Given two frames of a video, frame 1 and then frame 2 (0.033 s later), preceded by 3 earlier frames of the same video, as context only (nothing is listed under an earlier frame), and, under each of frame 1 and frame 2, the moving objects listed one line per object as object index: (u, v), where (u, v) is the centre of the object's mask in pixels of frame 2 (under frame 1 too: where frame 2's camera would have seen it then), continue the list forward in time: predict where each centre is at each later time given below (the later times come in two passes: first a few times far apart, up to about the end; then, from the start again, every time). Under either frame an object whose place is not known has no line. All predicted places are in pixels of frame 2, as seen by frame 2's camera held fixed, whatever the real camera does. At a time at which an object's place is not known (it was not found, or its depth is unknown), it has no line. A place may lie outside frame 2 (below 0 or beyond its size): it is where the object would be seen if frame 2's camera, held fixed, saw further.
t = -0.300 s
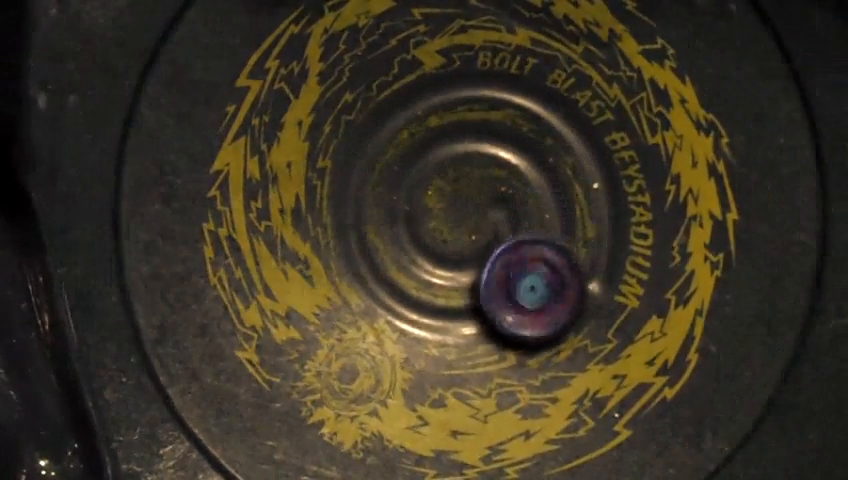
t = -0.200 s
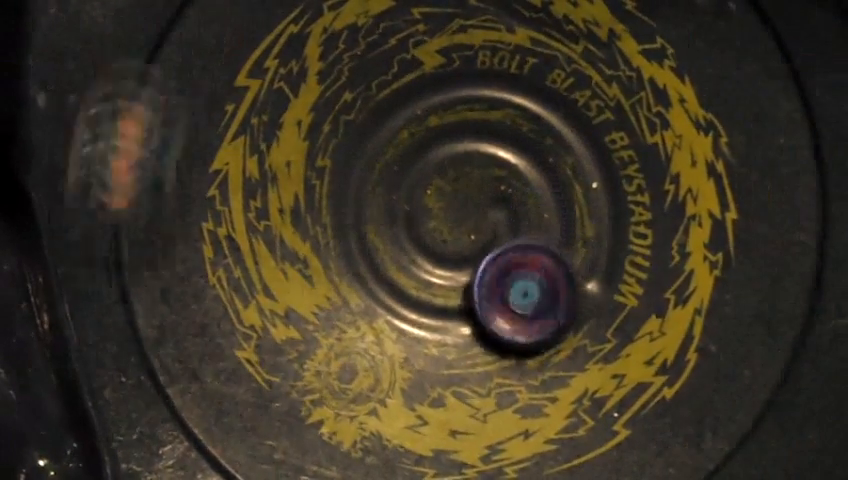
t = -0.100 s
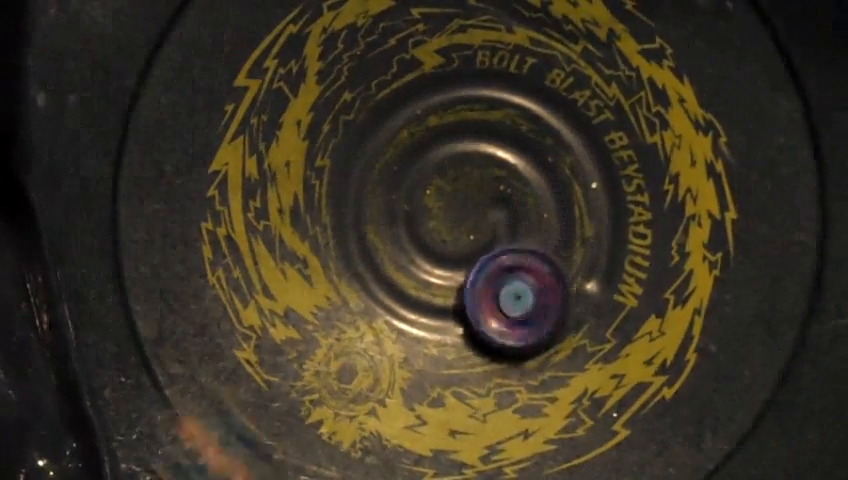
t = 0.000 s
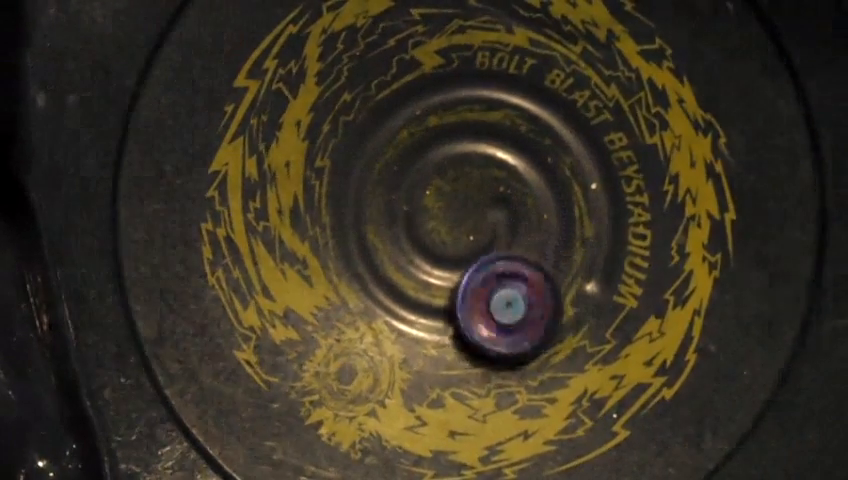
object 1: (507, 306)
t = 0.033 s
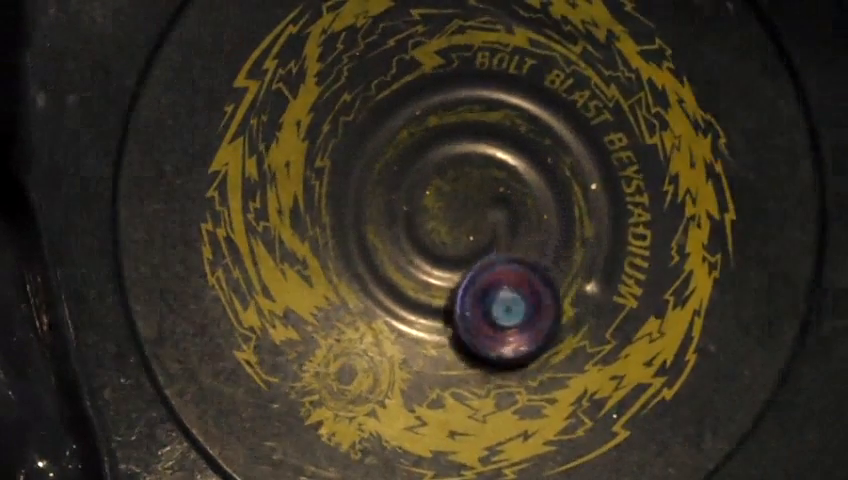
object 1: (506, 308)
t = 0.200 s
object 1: (491, 317)
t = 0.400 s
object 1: (490, 313)
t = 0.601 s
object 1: (484, 319)
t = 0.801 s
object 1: (484, 321)
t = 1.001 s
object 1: (497, 312)
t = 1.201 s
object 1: (507, 311)
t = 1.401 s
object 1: (506, 304)
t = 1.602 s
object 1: (509, 309)
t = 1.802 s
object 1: (507, 309)
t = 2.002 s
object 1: (510, 301)
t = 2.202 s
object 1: (510, 312)
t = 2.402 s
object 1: (532, 276)
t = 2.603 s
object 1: (531, 277)
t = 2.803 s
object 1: (517, 258)
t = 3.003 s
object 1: (491, 241)
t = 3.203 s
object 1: (456, 247)
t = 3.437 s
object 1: (447, 264)
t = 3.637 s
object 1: (446, 259)
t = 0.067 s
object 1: (502, 311)
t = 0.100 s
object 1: (502, 307)
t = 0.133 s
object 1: (500, 309)
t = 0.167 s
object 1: (495, 314)
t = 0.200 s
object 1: (491, 317)
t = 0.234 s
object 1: (491, 313)
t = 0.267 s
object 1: (489, 317)
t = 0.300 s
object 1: (488, 313)
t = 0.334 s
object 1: (491, 313)
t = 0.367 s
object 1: (489, 316)
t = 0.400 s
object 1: (490, 313)
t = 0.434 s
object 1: (490, 314)
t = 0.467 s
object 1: (487, 317)
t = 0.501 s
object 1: (484, 318)
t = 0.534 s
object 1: (485, 317)
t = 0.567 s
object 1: (484, 322)
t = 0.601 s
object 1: (484, 319)
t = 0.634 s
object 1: (484, 312)
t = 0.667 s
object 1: (487, 312)
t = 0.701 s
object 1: (484, 315)
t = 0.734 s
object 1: (484, 316)
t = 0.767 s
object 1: (483, 319)
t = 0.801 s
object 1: (484, 321)
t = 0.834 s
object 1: (488, 315)
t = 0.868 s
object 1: (491, 311)
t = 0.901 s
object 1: (495, 312)
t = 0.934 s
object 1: (495, 314)
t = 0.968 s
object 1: (494, 314)
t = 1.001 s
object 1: (497, 312)
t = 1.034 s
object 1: (503, 311)
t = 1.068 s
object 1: (504, 314)
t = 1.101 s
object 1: (502, 311)
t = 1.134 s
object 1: (504, 307)
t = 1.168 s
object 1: (509, 310)
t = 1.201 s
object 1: (507, 311)
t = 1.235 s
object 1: (504, 307)
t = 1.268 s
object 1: (504, 301)
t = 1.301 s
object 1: (509, 303)
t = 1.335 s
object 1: (508, 309)
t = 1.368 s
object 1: (506, 308)
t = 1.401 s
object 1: (506, 304)
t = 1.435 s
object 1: (509, 306)
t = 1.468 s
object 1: (508, 312)
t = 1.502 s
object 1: (505, 312)
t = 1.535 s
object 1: (505, 306)
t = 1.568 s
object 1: (508, 305)
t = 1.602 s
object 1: (509, 309)
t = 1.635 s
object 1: (507, 310)
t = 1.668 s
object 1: (505, 307)
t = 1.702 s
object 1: (508, 305)
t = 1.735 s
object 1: (511, 309)
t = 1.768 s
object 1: (510, 313)
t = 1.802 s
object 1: (507, 309)
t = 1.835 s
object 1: (507, 304)
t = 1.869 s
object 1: (510, 302)
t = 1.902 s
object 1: (512, 305)
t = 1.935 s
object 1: (509, 310)
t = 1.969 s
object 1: (507, 308)
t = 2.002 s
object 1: (510, 301)
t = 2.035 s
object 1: (514, 298)
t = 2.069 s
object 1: (520, 301)
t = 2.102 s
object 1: (521, 305)
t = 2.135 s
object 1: (517, 315)
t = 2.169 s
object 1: (514, 313)
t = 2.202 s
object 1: (510, 312)
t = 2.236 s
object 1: (511, 300)
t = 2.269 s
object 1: (513, 289)
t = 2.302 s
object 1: (520, 280)
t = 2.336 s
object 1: (526, 278)
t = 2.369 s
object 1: (529, 276)
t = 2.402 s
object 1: (532, 276)
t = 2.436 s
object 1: (531, 276)
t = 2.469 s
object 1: (532, 275)
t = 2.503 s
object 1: (532, 276)
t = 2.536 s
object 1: (534, 279)
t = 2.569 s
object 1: (531, 280)
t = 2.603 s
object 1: (531, 277)
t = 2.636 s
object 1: (532, 276)
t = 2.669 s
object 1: (529, 276)
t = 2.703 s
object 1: (526, 274)
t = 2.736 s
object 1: (526, 267)
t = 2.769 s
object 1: (522, 264)
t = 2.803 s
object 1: (517, 258)
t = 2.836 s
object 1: (516, 260)
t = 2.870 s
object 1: (514, 257)
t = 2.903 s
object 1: (511, 252)
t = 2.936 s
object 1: (507, 247)
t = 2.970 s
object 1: (501, 244)
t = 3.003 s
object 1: (491, 241)
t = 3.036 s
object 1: (480, 237)
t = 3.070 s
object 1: (475, 232)
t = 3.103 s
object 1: (469, 237)
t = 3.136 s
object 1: (466, 241)
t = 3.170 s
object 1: (461, 244)
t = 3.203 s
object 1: (456, 247)
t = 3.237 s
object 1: (452, 251)
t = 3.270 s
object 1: (446, 259)
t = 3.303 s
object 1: (446, 264)
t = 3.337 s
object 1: (445, 265)
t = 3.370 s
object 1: (446, 266)
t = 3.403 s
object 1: (446, 266)
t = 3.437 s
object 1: (447, 264)
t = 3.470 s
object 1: (447, 260)
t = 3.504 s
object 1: (446, 259)
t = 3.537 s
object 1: (447, 256)
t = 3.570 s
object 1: (447, 259)
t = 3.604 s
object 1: (446, 260)
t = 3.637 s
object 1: (446, 259)
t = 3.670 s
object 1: (447, 259)
